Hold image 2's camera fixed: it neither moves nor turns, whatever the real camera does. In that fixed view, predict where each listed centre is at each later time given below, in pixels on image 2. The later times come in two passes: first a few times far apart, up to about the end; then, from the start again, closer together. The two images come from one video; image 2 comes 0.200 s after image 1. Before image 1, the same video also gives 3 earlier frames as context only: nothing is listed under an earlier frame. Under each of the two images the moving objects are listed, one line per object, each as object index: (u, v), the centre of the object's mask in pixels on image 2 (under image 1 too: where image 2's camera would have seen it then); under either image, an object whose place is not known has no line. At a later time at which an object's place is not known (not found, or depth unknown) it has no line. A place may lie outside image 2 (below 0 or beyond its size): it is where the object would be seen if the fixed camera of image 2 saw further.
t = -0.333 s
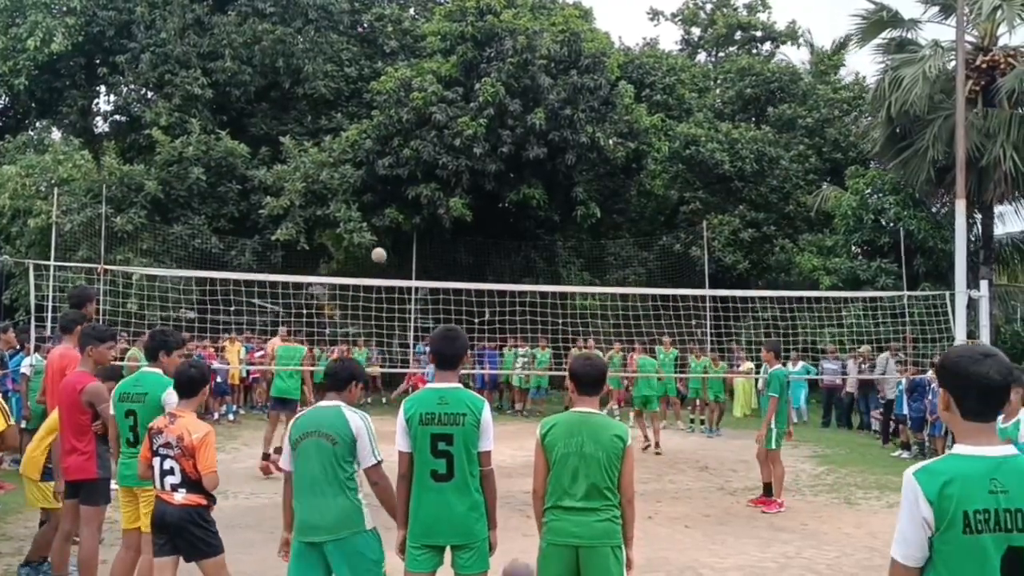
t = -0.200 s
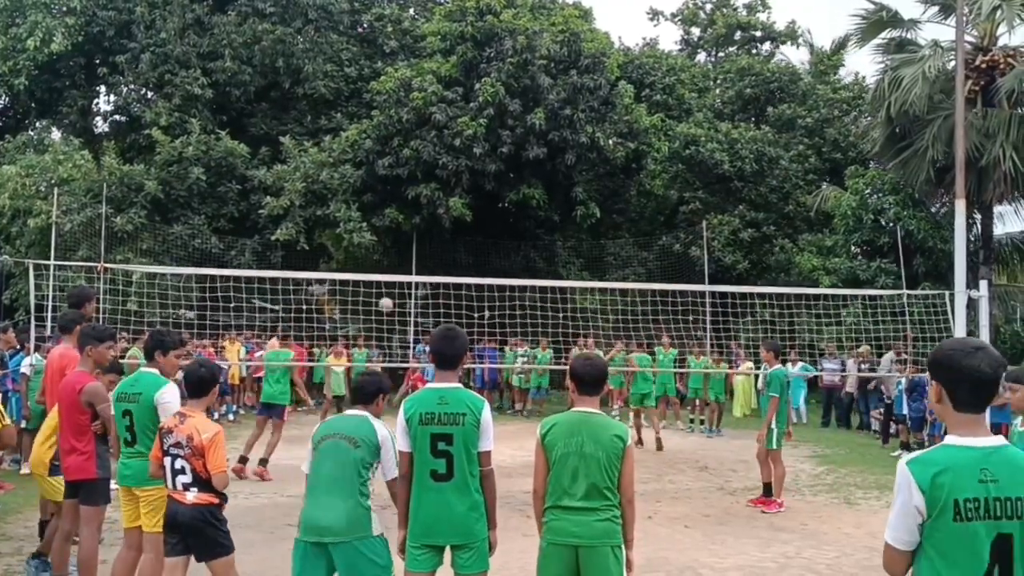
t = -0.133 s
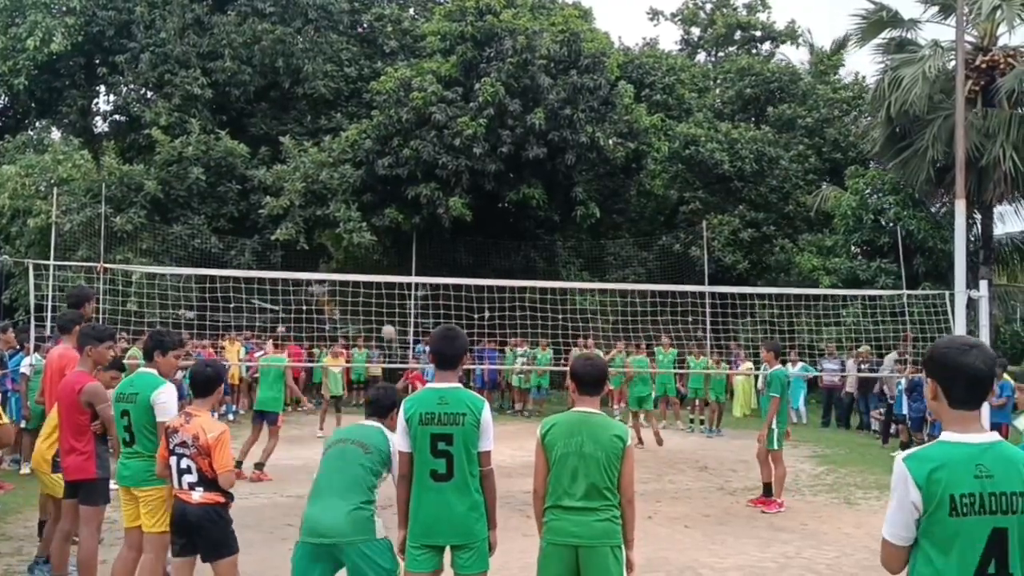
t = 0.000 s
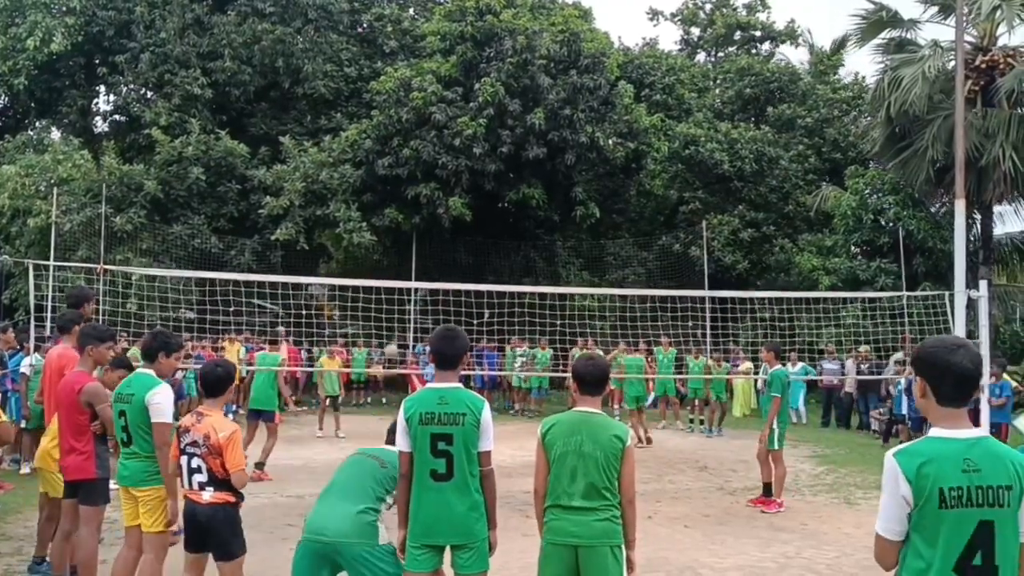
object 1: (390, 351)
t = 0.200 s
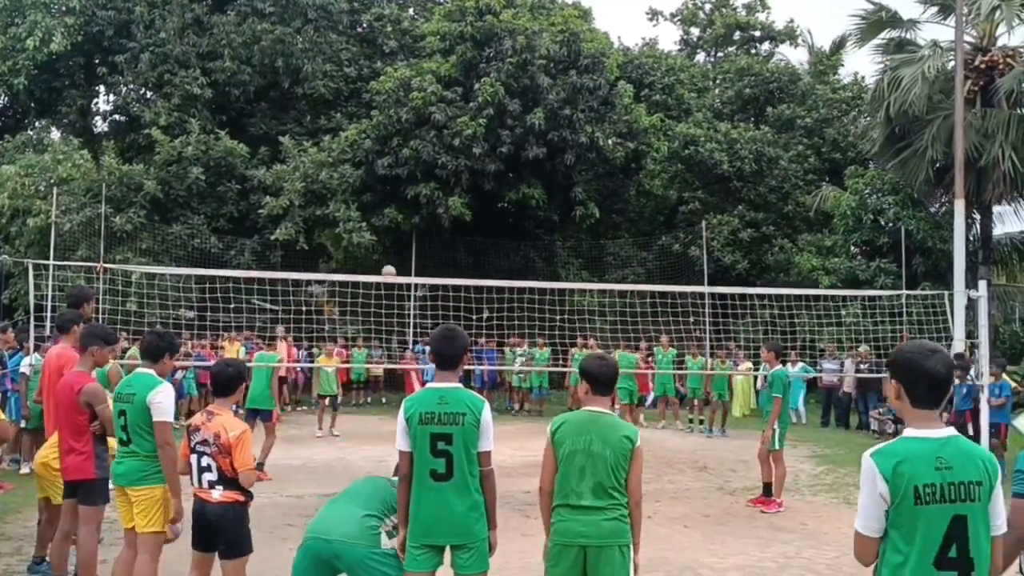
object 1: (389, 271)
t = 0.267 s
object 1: (387, 251)
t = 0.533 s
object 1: (379, 193)
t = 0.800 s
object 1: (368, 179)
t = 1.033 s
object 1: (357, 207)
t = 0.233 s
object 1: (388, 261)
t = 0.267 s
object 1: (387, 251)
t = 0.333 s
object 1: (385, 233)
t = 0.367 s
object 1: (384, 225)
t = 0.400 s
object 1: (383, 217)
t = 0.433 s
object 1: (382, 210)
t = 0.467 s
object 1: (381, 204)
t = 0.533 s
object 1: (379, 193)
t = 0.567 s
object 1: (378, 189)
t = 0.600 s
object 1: (376, 186)
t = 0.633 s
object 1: (375, 183)
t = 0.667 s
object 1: (374, 181)
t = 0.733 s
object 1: (371, 178)
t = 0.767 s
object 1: (370, 178)
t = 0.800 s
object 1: (368, 179)
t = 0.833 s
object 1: (367, 180)
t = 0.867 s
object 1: (365, 183)
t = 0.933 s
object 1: (362, 190)
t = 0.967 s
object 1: (361, 195)
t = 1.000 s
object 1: (359, 200)
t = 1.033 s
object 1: (357, 207)
